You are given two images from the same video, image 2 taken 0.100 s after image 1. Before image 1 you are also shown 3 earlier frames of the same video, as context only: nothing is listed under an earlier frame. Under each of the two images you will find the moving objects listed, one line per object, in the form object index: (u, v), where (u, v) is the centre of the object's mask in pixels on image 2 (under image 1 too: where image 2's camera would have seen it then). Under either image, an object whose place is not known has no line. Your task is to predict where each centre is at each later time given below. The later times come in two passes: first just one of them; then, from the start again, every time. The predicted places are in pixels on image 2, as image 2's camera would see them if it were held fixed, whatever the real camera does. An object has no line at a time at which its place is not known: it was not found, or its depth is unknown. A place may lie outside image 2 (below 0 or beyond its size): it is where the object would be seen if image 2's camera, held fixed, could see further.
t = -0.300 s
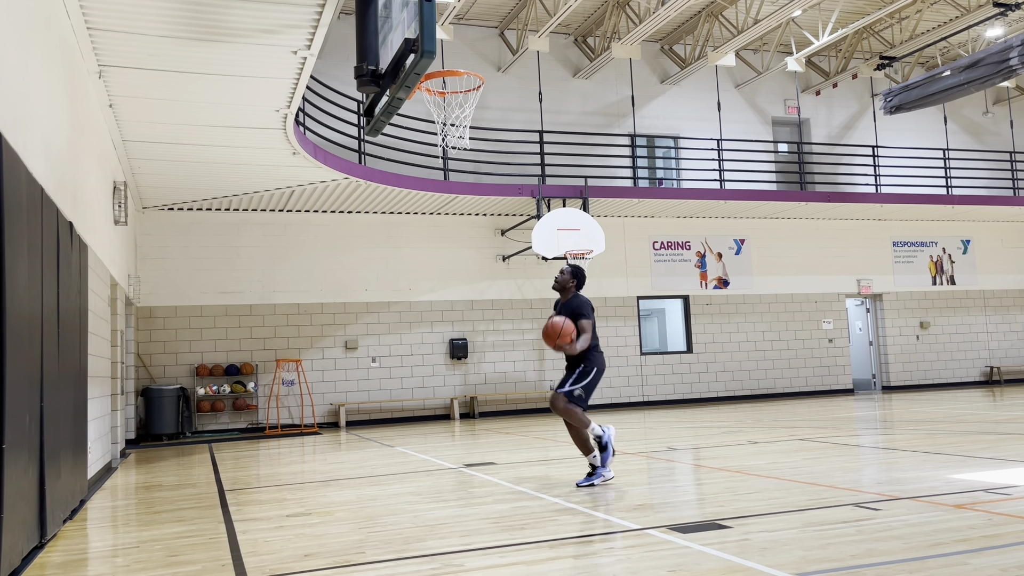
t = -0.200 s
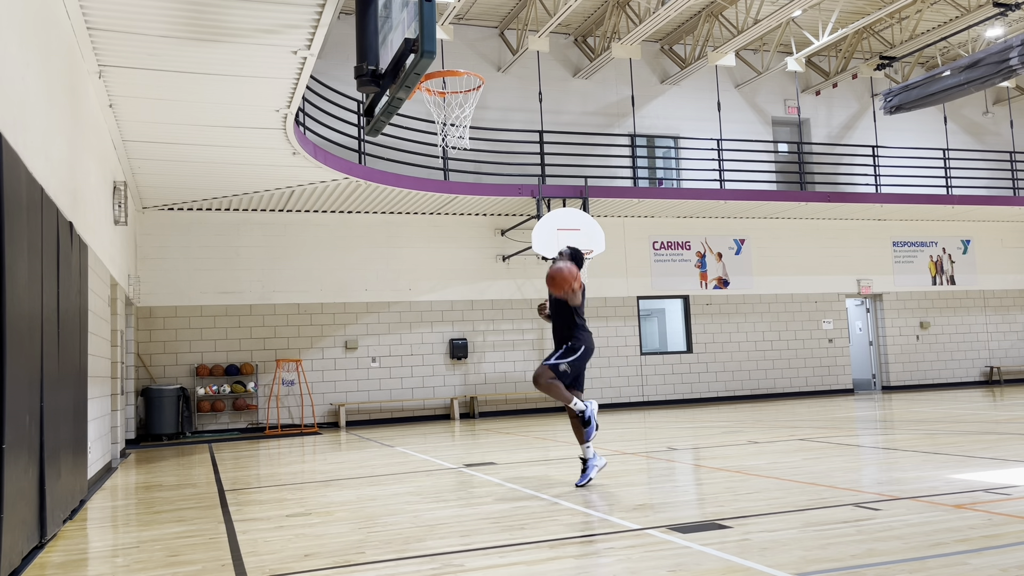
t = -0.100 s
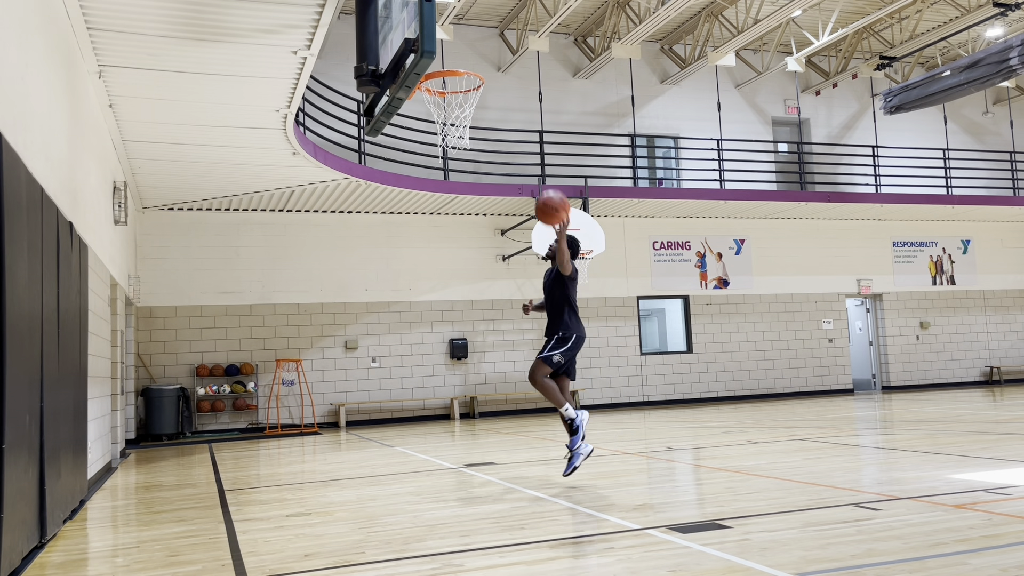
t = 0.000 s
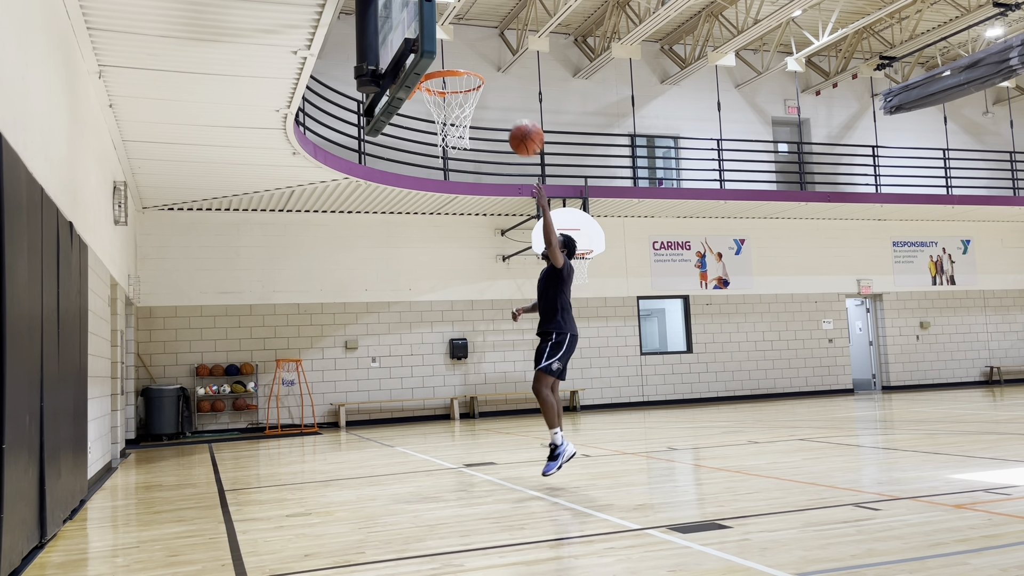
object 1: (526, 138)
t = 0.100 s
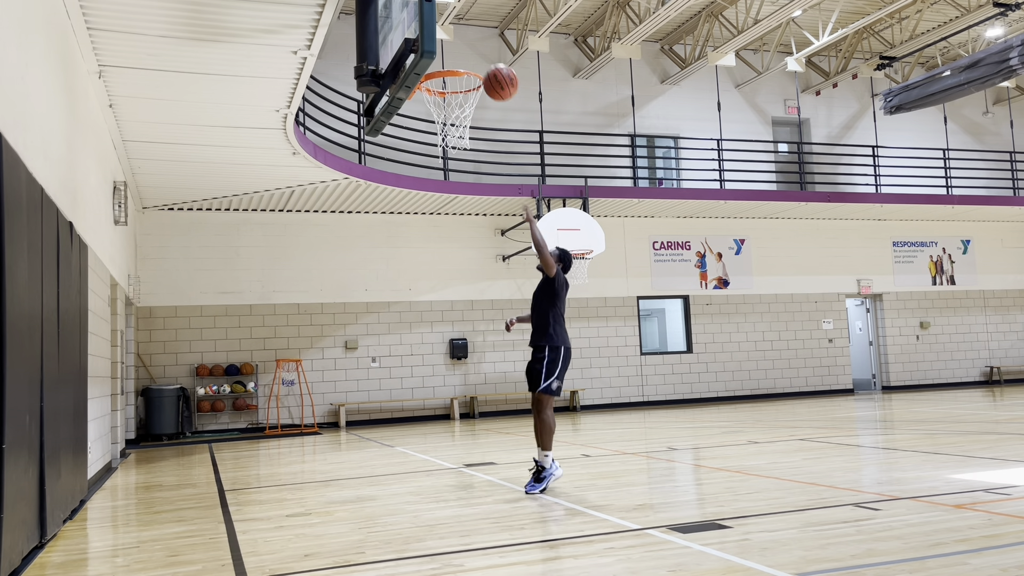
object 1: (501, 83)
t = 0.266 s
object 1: (460, 23)
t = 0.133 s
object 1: (492, 67)
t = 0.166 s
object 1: (484, 54)
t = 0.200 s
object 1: (476, 42)
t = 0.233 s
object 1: (468, 31)
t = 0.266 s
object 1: (460, 23)
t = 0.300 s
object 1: (452, 16)
